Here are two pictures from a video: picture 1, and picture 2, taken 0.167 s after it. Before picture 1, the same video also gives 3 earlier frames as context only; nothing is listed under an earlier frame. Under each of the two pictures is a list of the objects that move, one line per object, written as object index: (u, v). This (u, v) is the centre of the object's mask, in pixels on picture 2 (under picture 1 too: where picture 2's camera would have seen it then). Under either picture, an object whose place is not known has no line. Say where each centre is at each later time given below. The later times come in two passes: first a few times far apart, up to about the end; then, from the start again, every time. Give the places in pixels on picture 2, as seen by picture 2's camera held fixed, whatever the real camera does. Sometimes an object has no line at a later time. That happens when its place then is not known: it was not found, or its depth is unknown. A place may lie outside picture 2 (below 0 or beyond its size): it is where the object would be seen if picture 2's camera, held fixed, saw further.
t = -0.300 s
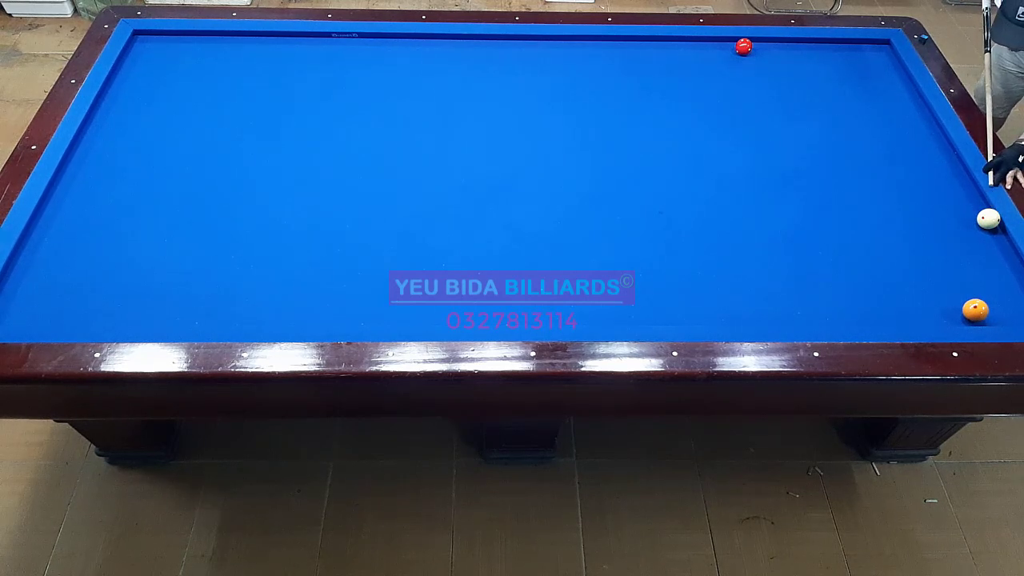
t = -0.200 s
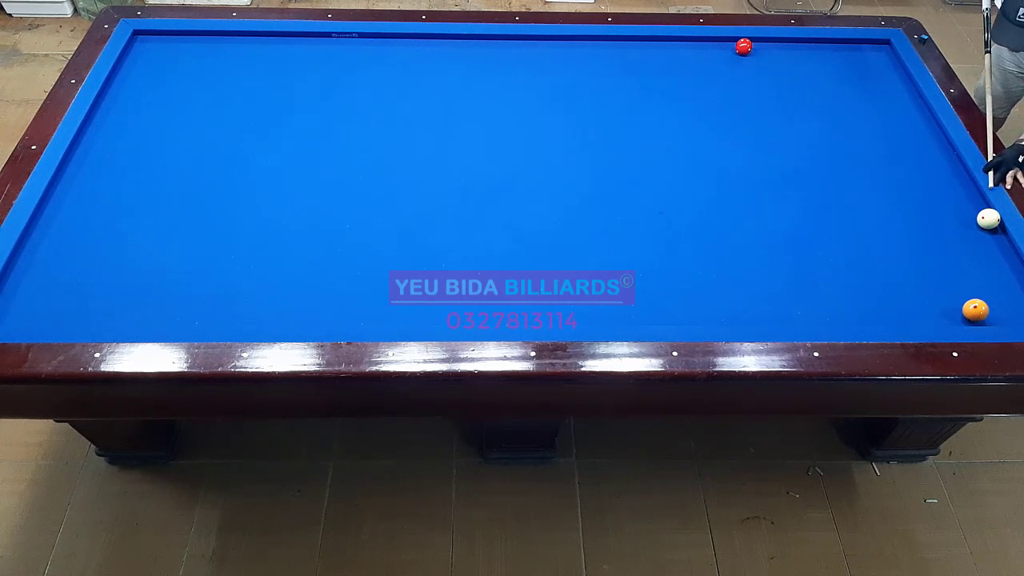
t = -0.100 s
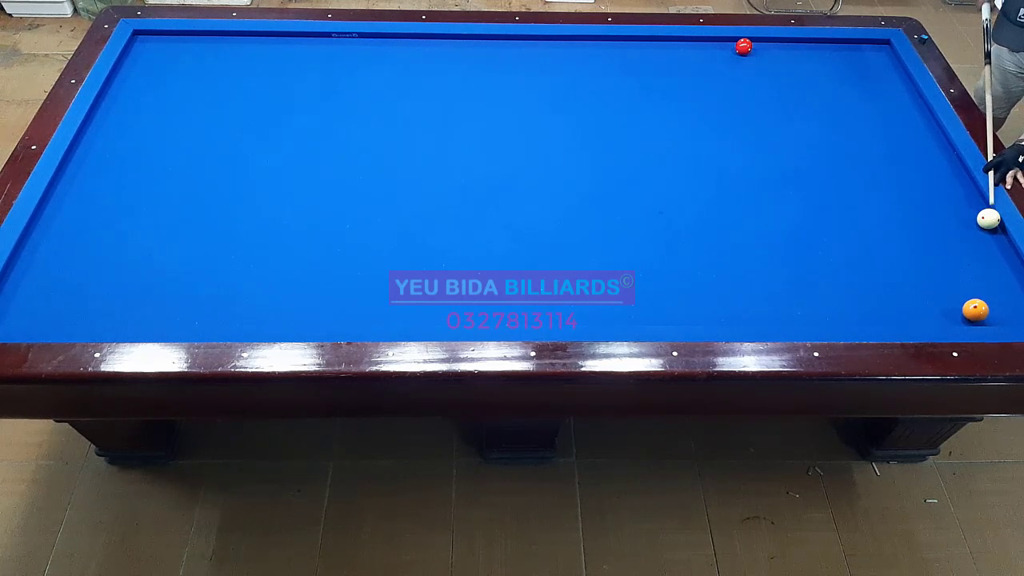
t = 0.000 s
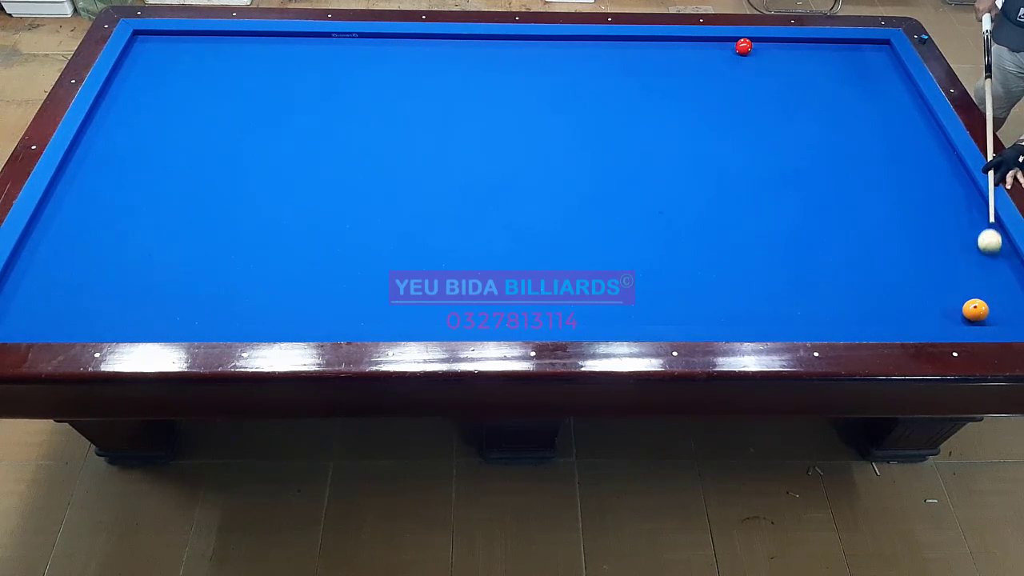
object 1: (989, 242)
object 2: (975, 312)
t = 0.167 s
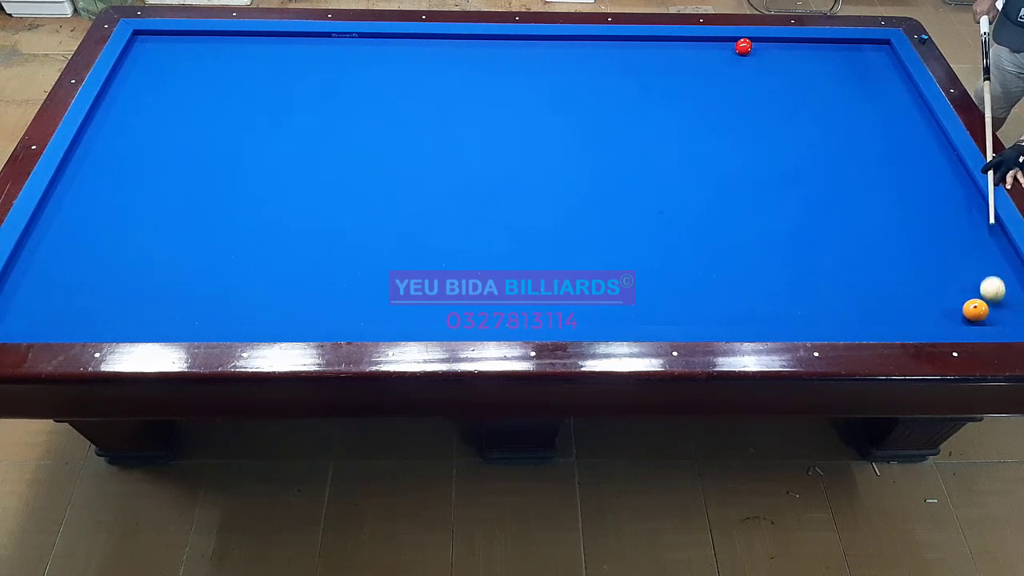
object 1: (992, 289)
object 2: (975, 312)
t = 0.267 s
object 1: (1004, 315)
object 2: (965, 315)
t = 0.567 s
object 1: (1006, 274)
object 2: (920, 315)
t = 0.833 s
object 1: (1004, 242)
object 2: (883, 310)
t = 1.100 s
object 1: (978, 217)
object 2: (847, 304)
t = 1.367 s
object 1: (954, 194)
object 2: (813, 299)
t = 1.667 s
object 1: (930, 170)
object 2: (777, 294)
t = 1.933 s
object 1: (911, 151)
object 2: (746, 289)
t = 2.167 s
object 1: (895, 136)
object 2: (720, 285)
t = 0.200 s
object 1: (994, 299)
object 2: (975, 312)
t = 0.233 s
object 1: (997, 309)
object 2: (972, 313)
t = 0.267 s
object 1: (1004, 315)
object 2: (965, 315)
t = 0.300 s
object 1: (1006, 314)
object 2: (960, 316)
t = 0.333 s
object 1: (1006, 308)
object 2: (954, 317)
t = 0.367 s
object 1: (1006, 302)
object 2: (949, 318)
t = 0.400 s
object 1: (1006, 297)
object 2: (944, 317)
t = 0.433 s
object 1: (1006, 291)
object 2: (940, 317)
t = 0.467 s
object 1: (1006, 287)
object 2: (934, 316)
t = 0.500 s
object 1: (1006, 283)
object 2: (930, 316)
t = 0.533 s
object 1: (1006, 278)
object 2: (925, 315)
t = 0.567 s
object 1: (1006, 274)
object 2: (920, 315)
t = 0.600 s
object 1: (1006, 270)
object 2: (915, 314)
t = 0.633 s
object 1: (1006, 266)
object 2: (911, 313)
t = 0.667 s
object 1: (1006, 261)
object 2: (906, 313)
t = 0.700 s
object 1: (1006, 257)
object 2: (901, 312)
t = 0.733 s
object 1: (1006, 253)
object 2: (897, 312)
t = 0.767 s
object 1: (1006, 249)
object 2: (892, 311)
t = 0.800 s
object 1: (1006, 245)
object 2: (887, 310)
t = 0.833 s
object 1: (1004, 242)
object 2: (883, 310)
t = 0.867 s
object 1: (1000, 239)
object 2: (878, 309)
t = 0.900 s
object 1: (997, 236)
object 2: (874, 309)
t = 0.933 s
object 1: (993, 232)
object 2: (870, 308)
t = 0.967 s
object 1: (990, 229)
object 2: (865, 307)
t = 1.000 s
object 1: (987, 226)
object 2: (860, 306)
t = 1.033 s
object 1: (984, 223)
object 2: (856, 306)
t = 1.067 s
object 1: (981, 220)
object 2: (852, 305)
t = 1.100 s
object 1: (978, 217)
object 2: (847, 304)
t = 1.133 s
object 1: (975, 214)
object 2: (843, 304)
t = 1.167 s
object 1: (972, 211)
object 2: (838, 303)
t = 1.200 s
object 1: (969, 208)
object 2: (834, 302)
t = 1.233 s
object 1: (966, 205)
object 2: (830, 302)
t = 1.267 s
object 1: (963, 202)
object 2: (826, 301)
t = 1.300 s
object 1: (960, 199)
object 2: (822, 300)
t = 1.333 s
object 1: (957, 197)
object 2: (817, 300)
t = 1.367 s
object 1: (954, 194)
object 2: (813, 299)
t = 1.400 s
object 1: (952, 191)
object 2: (809, 298)
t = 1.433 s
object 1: (949, 188)
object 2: (805, 298)
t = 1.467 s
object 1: (946, 186)
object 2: (801, 297)
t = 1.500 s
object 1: (943, 183)
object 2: (796, 296)
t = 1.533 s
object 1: (941, 180)
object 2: (793, 296)
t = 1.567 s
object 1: (938, 178)
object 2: (789, 295)
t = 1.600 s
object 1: (935, 175)
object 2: (785, 295)
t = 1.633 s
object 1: (933, 173)
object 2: (781, 294)
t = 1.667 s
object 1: (930, 170)
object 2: (777, 294)
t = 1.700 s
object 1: (928, 168)
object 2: (773, 293)
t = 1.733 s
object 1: (925, 165)
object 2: (769, 293)
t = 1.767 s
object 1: (923, 163)
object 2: (765, 292)
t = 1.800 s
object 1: (920, 160)
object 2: (761, 291)
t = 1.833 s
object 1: (918, 158)
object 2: (757, 291)
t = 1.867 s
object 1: (916, 156)
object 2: (753, 290)
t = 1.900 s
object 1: (913, 153)
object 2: (750, 289)
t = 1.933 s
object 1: (911, 151)
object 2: (746, 289)
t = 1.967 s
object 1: (908, 149)
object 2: (742, 288)
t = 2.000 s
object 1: (906, 146)
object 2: (738, 288)
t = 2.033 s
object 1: (904, 144)
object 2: (734, 287)
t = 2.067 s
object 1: (902, 142)
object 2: (731, 287)
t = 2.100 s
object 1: (899, 140)
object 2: (727, 286)
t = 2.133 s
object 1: (897, 138)
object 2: (724, 286)
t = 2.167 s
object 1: (895, 136)
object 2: (720, 285)
